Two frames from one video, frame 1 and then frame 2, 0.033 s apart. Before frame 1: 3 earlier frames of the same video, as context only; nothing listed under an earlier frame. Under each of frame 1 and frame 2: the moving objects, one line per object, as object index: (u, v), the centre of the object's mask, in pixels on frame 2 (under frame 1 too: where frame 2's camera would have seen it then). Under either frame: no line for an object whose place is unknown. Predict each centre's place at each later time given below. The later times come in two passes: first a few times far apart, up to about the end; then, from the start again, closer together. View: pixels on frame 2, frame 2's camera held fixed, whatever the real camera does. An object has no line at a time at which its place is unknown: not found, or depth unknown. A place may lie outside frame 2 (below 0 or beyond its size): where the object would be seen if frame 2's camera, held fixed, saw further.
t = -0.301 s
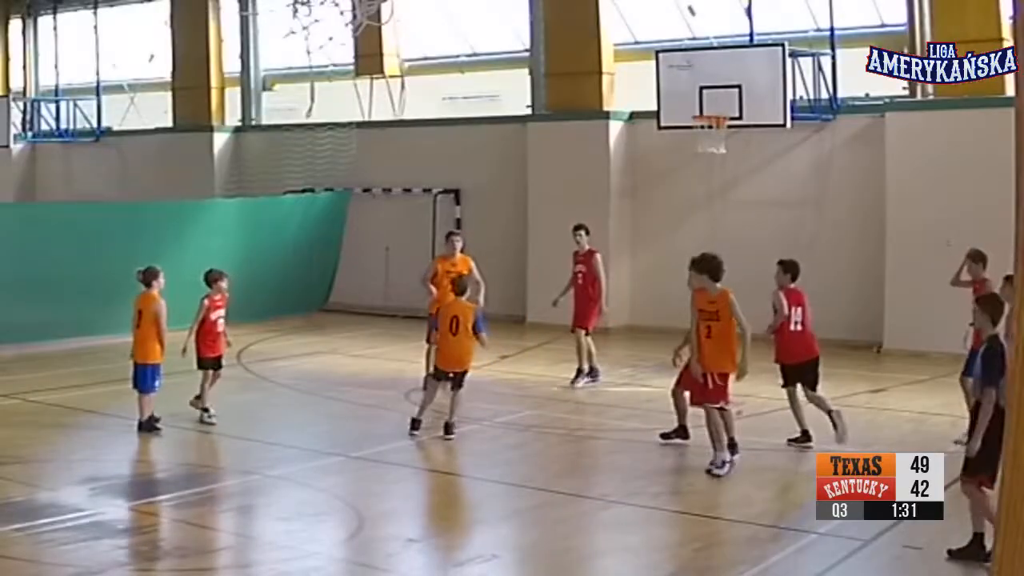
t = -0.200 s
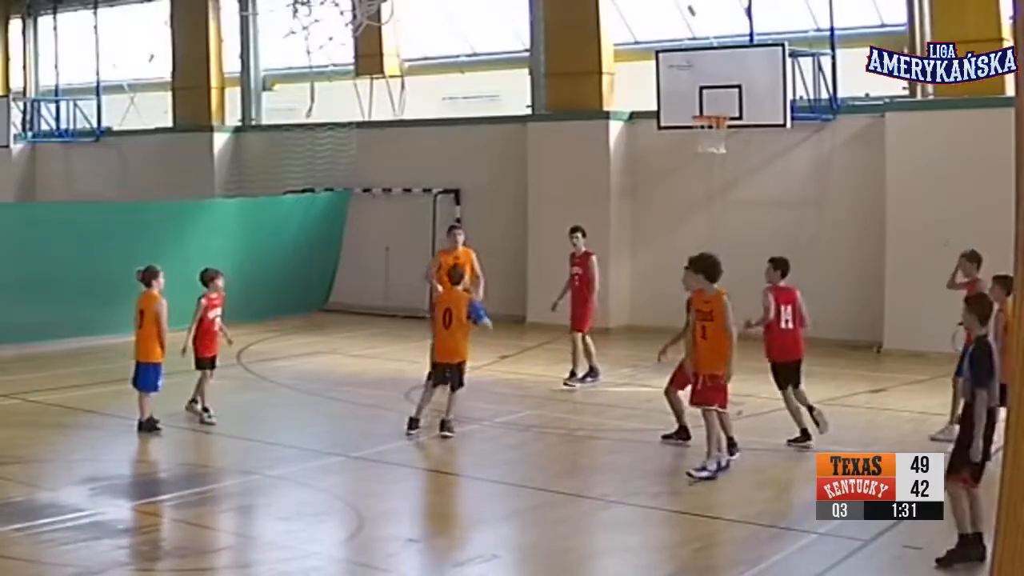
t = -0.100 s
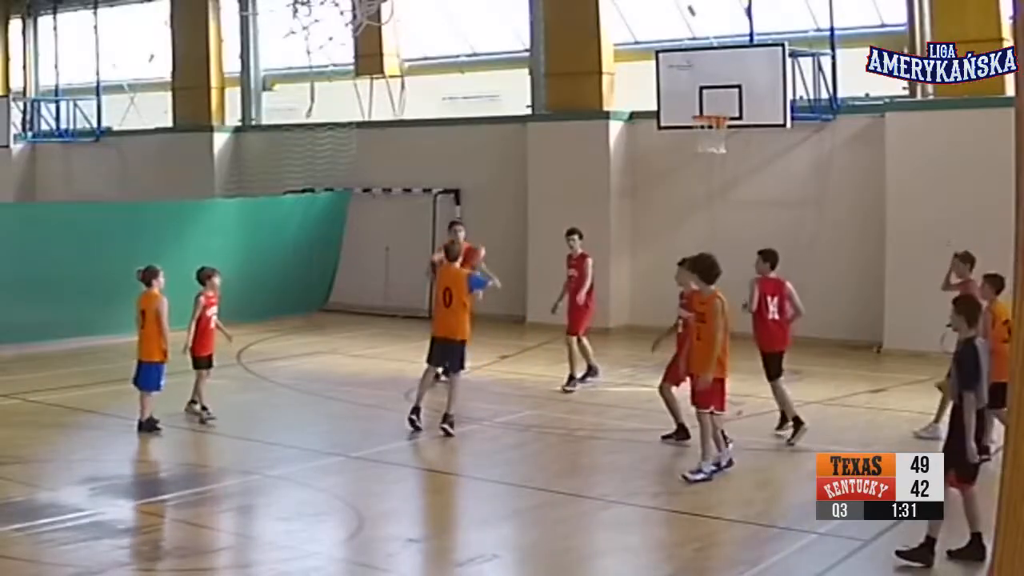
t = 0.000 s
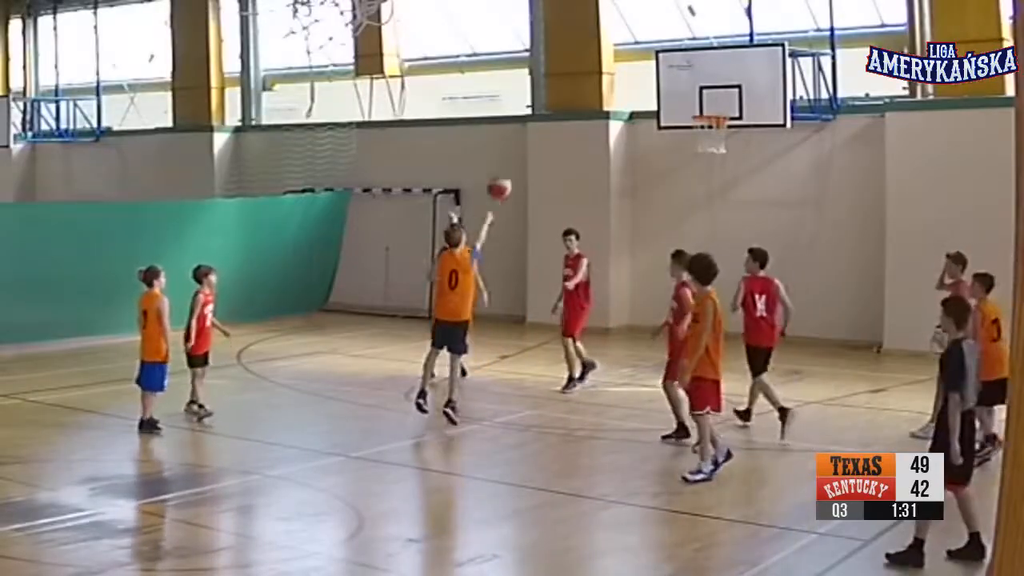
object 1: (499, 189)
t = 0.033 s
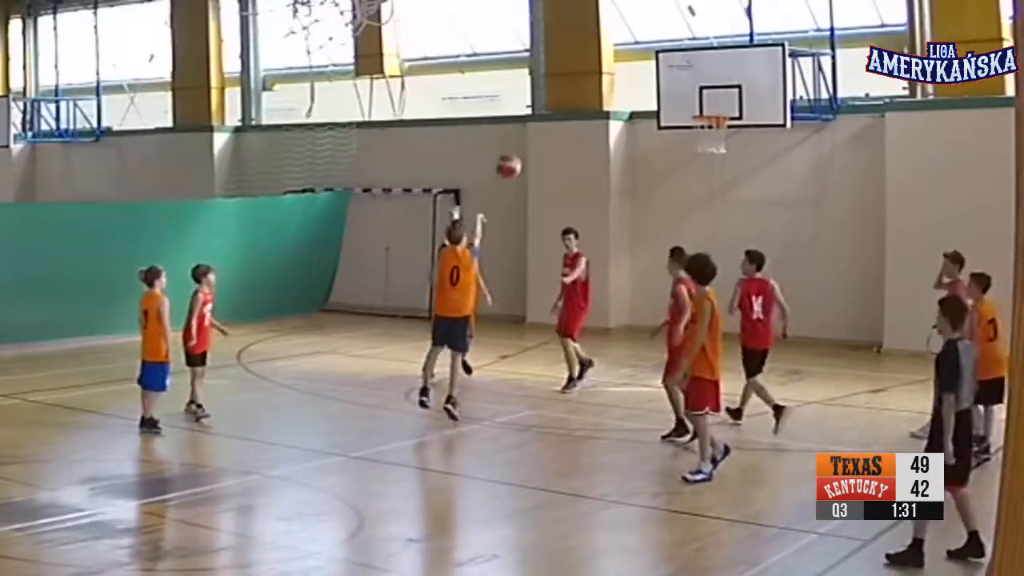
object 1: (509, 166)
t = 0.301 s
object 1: (575, 45)
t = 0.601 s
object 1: (638, 7)
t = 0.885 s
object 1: (689, 38)
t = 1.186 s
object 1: (725, 99)
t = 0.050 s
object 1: (513, 156)
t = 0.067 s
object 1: (518, 146)
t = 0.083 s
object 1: (523, 136)
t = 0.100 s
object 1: (527, 127)
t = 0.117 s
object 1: (531, 118)
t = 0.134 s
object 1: (536, 111)
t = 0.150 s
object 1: (540, 103)
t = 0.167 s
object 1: (546, 94)
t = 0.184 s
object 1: (550, 87)
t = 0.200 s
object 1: (554, 80)
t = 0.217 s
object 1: (558, 74)
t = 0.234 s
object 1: (562, 67)
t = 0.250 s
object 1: (565, 62)
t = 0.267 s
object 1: (569, 56)
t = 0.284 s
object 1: (572, 51)
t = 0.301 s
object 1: (575, 45)
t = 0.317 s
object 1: (579, 40)
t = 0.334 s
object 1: (583, 36)
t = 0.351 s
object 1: (587, 32)
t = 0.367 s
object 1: (591, 29)
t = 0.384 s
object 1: (594, 26)
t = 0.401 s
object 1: (597, 23)
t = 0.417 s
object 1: (600, 19)
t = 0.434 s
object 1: (603, 16)
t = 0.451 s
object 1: (607, 14)
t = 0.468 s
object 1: (611, 12)
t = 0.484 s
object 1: (614, 10)
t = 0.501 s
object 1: (617, 9)
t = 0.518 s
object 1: (621, 8)
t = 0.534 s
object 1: (624, 8)
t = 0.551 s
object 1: (627, 8)
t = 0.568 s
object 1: (631, 7)
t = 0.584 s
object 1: (634, 7)
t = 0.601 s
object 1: (638, 7)
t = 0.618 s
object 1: (641, 7)
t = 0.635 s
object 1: (644, 7)
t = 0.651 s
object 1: (647, 7)
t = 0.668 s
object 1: (650, 8)
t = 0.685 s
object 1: (653, 8)
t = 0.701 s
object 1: (656, 9)
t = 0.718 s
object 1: (660, 11)
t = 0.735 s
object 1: (663, 13)
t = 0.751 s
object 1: (666, 15)
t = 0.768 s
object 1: (669, 17)
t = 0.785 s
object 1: (672, 19)
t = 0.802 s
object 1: (675, 22)
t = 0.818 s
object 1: (679, 25)
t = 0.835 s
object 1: (681, 28)
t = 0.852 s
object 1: (684, 31)
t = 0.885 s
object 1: (689, 38)
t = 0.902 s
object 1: (692, 43)
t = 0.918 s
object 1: (695, 46)
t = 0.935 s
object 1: (698, 51)
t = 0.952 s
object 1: (701, 56)
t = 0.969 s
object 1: (703, 60)
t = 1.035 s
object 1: (713, 79)
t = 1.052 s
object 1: (716, 85)
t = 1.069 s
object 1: (719, 91)
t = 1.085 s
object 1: (721, 97)
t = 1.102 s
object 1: (724, 103)
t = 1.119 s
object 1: (726, 107)
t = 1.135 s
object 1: (727, 106)
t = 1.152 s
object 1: (727, 104)
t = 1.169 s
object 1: (725, 102)
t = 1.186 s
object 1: (725, 99)
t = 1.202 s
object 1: (724, 97)
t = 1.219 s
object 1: (723, 96)
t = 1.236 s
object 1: (723, 93)
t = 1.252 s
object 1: (722, 92)
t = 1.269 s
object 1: (722, 90)
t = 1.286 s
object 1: (721, 89)
